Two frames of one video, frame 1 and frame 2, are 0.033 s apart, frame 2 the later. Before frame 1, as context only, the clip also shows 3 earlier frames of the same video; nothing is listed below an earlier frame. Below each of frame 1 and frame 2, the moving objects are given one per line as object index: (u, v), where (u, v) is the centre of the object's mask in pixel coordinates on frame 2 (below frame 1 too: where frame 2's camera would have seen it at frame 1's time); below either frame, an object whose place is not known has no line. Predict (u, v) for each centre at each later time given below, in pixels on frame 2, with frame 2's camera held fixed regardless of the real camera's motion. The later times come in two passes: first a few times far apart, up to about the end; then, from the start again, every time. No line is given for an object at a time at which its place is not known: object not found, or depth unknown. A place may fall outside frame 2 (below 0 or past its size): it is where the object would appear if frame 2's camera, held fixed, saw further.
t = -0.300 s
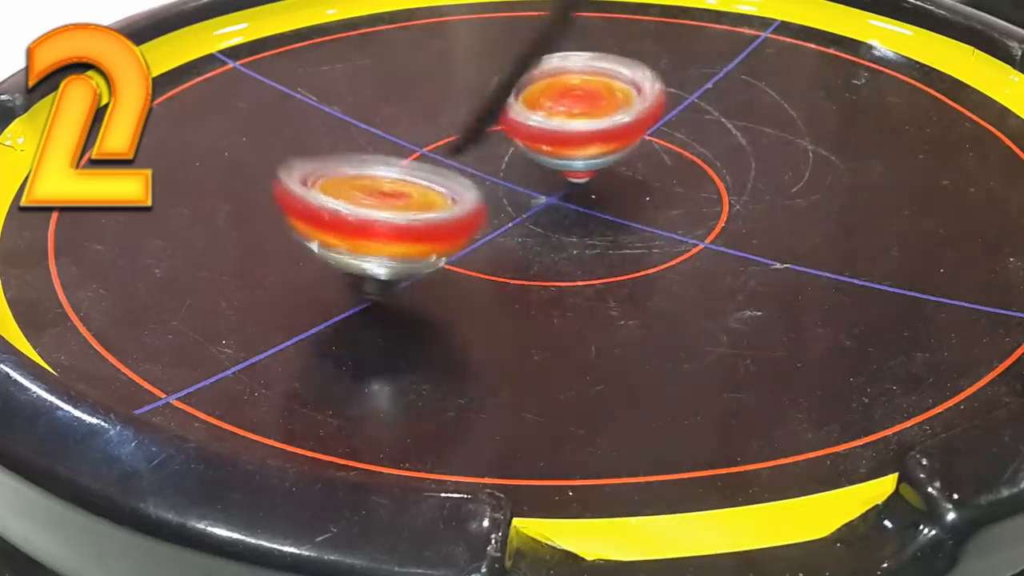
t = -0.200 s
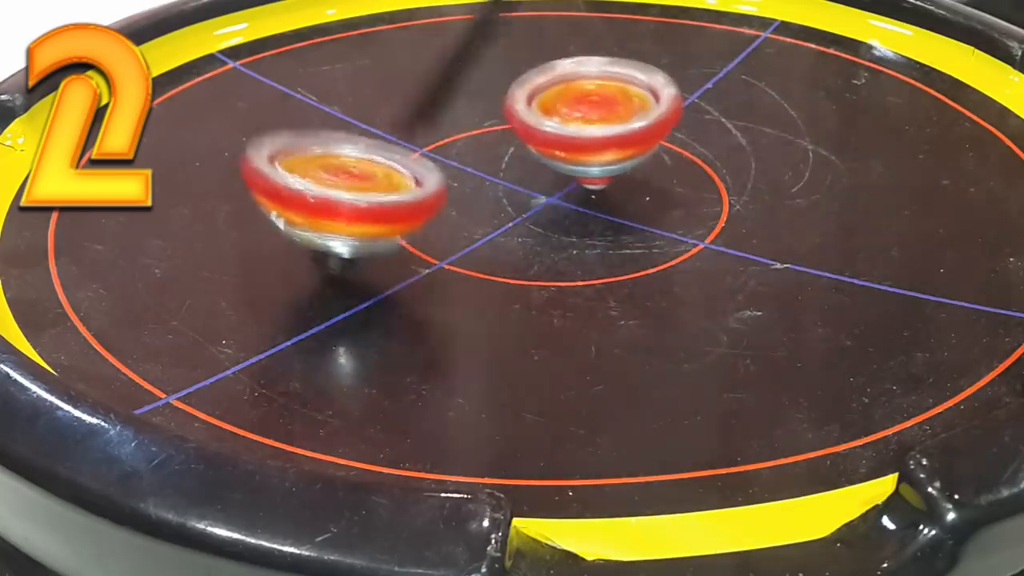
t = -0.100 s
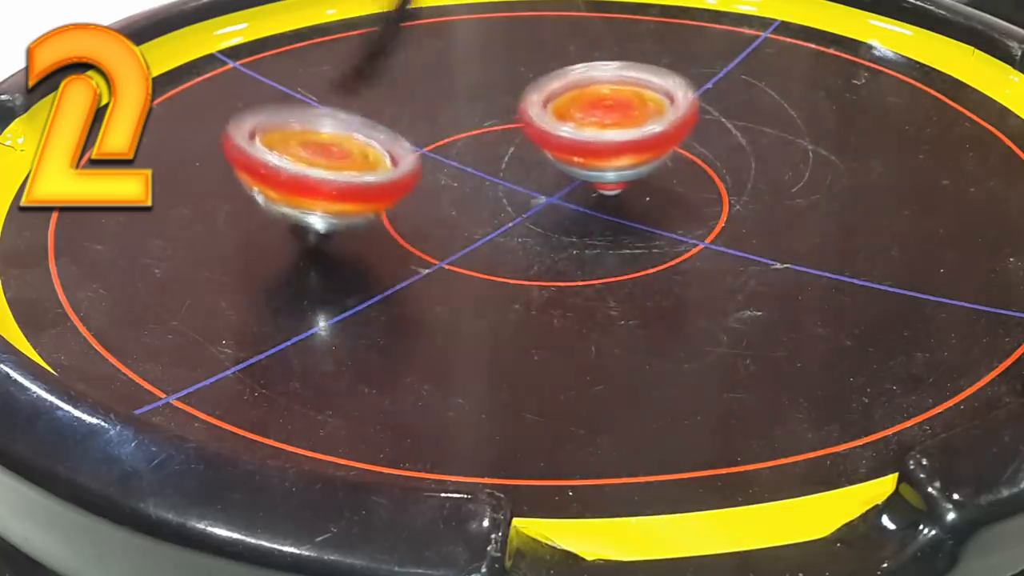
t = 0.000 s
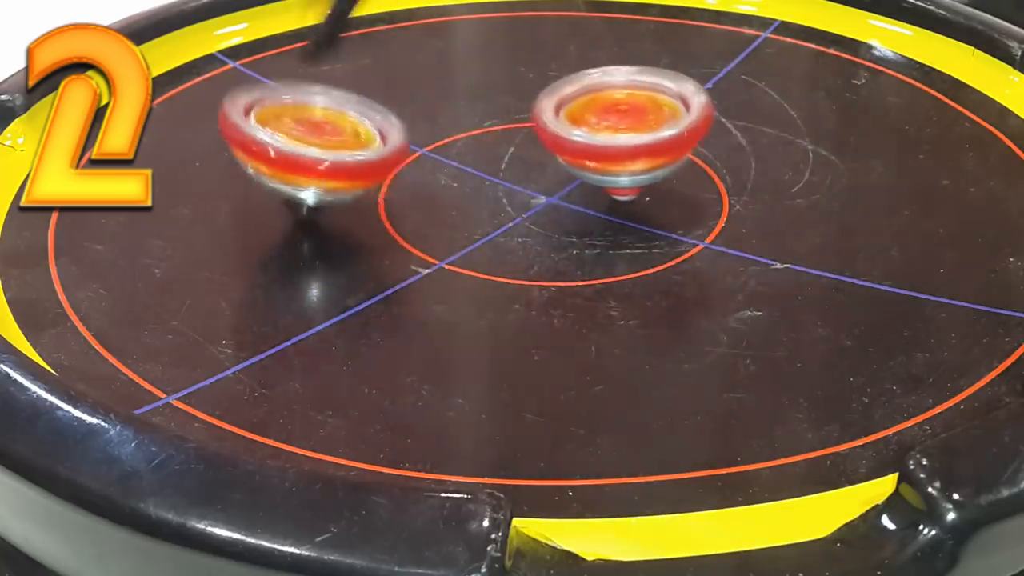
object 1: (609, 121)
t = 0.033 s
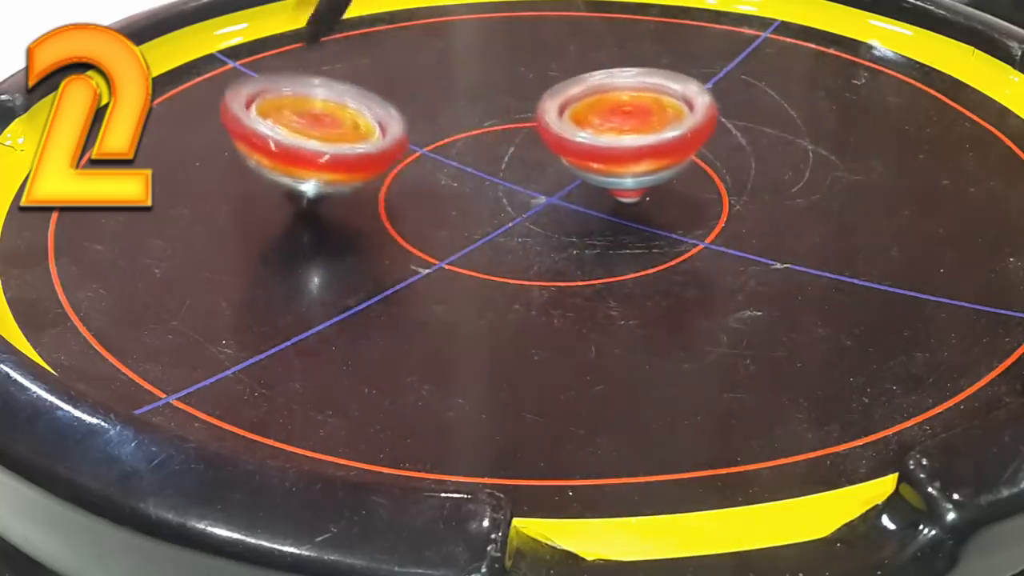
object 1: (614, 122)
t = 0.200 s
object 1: (631, 131)
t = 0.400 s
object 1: (651, 141)
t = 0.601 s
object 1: (644, 147)
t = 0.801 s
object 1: (634, 145)
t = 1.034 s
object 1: (604, 136)
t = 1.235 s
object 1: (537, 132)
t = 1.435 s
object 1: (471, 128)
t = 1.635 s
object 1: (426, 122)
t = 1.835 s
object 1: (404, 114)
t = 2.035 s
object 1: (402, 105)
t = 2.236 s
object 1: (421, 97)
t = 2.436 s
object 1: (465, 85)
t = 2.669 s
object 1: (539, 77)
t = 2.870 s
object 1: (591, 75)
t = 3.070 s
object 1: (641, 83)
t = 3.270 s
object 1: (685, 99)
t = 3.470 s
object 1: (710, 121)
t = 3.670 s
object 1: (706, 145)
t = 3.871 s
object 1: (679, 193)
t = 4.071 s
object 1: (617, 223)
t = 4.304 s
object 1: (512, 223)
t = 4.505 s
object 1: (420, 199)
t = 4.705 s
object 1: (350, 157)
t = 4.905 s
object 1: (349, 115)
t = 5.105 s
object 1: (394, 79)
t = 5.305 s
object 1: (463, 51)
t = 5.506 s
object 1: (558, 44)
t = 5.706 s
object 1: (663, 59)
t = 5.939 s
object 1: (759, 97)
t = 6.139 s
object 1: (774, 145)
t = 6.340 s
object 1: (705, 192)
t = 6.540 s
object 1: (573, 209)
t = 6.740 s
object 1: (435, 203)
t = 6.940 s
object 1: (364, 162)
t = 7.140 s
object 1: (368, 111)
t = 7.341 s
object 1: (431, 77)
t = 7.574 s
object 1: (539, 63)
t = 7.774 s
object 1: (631, 69)
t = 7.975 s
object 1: (699, 108)
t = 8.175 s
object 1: (701, 147)
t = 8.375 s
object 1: (636, 184)
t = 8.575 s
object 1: (530, 191)
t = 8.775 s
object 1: (444, 164)
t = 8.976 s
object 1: (419, 122)
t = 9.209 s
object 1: (451, 80)
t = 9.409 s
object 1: (517, 61)
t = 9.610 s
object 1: (590, 68)
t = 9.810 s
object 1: (641, 99)
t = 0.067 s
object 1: (617, 124)
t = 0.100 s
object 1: (620, 126)
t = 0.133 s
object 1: (624, 128)
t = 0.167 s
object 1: (628, 129)
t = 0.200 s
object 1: (631, 131)
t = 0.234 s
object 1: (633, 132)
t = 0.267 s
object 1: (634, 134)
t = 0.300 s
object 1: (635, 135)
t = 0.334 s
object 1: (650, 139)
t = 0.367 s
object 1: (650, 140)
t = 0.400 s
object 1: (651, 141)
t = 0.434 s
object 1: (651, 143)
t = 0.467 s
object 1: (650, 144)
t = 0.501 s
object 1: (649, 145)
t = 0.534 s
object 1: (648, 146)
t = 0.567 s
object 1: (646, 146)
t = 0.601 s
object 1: (644, 147)
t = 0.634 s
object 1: (641, 147)
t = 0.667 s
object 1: (638, 147)
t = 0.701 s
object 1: (637, 146)
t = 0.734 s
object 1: (635, 146)
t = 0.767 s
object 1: (635, 146)
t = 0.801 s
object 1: (634, 145)
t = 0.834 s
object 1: (633, 144)
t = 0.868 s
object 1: (631, 143)
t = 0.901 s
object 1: (626, 142)
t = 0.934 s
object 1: (622, 141)
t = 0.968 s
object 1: (616, 139)
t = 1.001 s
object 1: (610, 138)
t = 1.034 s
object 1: (604, 136)
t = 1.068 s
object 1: (597, 135)
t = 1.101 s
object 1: (591, 133)
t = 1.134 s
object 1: (582, 132)
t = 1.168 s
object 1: (566, 132)
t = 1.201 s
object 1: (550, 132)
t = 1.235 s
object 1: (537, 132)
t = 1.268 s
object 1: (524, 132)
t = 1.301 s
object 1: (512, 131)
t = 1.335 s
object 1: (500, 130)
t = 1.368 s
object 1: (489, 130)
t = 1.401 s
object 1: (480, 129)
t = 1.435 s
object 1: (471, 128)
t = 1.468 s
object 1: (462, 127)
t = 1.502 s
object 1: (454, 126)
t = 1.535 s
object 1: (446, 125)
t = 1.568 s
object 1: (438, 124)
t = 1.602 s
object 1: (432, 123)
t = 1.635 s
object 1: (426, 122)
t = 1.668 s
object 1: (421, 121)
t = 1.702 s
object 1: (416, 119)
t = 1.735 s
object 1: (413, 118)
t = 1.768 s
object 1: (409, 117)
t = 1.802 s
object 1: (405, 115)
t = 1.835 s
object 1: (404, 114)
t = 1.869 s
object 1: (402, 112)
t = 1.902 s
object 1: (400, 111)
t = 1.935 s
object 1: (400, 109)
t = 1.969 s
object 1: (400, 108)
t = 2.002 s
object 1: (401, 106)
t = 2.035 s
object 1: (402, 105)
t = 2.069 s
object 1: (404, 104)
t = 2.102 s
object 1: (406, 103)
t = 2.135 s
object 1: (409, 102)
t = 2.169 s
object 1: (413, 100)
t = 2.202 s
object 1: (417, 99)
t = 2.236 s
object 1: (421, 97)
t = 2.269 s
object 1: (427, 95)
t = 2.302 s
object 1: (433, 92)
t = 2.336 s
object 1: (439, 90)
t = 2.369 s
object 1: (446, 88)
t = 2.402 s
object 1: (454, 86)
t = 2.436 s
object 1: (465, 85)
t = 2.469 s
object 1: (478, 84)
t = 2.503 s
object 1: (490, 84)
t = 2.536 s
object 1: (500, 84)
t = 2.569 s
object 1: (510, 82)
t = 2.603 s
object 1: (520, 80)
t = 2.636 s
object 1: (529, 79)
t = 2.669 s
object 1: (539, 77)
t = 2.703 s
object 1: (547, 76)
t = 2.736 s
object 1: (556, 75)
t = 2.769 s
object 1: (565, 75)
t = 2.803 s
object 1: (574, 74)
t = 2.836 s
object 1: (582, 74)
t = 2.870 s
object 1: (591, 75)
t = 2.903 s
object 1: (599, 75)
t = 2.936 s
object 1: (608, 76)
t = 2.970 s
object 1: (616, 78)
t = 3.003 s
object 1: (623, 79)
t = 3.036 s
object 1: (631, 81)
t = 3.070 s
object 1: (641, 83)
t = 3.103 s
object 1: (649, 85)
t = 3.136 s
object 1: (657, 88)
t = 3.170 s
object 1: (665, 91)
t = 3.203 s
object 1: (672, 93)
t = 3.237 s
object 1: (678, 96)
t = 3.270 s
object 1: (685, 99)
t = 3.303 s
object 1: (691, 102)
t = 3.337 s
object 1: (696, 105)
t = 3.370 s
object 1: (701, 109)
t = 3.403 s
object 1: (704, 113)
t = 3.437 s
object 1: (707, 116)
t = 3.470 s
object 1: (710, 121)
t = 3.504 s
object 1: (711, 125)
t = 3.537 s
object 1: (712, 129)
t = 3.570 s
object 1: (711, 133)
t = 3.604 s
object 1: (711, 137)
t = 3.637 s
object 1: (708, 141)
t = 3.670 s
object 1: (706, 145)
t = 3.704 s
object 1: (703, 150)
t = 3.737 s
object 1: (699, 162)
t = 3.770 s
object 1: (695, 171)
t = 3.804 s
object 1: (691, 179)
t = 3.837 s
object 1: (685, 186)
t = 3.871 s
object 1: (679, 193)
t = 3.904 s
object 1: (671, 200)
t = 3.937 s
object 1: (662, 206)
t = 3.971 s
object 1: (653, 211)
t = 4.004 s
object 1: (642, 215)
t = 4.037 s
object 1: (630, 220)
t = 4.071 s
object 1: (617, 223)
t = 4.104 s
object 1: (602, 226)
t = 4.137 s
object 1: (587, 227)
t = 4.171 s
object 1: (572, 228)
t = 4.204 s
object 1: (557, 228)
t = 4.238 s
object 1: (542, 227)
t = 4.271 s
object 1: (527, 225)
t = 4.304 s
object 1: (512, 223)
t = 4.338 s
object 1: (497, 221)
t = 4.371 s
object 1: (482, 217)
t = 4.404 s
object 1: (466, 213)
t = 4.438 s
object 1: (448, 209)
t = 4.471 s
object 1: (433, 205)
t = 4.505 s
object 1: (420, 199)
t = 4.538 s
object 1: (401, 193)
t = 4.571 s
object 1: (385, 186)
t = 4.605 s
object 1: (372, 178)
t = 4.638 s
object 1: (362, 172)
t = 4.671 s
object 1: (356, 165)
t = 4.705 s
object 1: (350, 157)
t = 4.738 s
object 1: (345, 151)
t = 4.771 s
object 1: (343, 143)
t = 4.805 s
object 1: (342, 135)
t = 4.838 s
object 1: (343, 128)
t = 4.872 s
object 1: (345, 121)
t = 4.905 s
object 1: (349, 115)
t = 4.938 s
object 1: (355, 108)
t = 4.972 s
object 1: (361, 102)
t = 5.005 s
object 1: (368, 97)
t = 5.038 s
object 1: (376, 91)
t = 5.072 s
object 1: (385, 85)
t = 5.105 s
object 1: (394, 79)
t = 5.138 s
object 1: (403, 75)
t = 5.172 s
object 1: (413, 71)
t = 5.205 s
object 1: (424, 66)
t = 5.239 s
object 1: (434, 60)
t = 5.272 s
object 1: (447, 55)
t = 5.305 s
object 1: (463, 51)
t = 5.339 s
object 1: (479, 49)
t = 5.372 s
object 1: (495, 46)
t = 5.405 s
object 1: (512, 45)
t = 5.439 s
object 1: (528, 44)
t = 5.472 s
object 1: (542, 44)
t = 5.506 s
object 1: (558, 44)
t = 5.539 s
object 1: (571, 45)
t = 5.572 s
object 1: (585, 46)
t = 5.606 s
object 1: (601, 48)
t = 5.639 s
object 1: (615, 49)
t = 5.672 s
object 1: (638, 52)
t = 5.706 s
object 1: (663, 59)
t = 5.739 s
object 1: (682, 64)
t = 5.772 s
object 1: (700, 69)
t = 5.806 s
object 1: (713, 73)
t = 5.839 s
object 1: (727, 78)
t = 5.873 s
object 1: (738, 83)
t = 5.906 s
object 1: (749, 90)
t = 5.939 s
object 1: (759, 97)
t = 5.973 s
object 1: (765, 104)
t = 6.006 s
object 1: (772, 112)
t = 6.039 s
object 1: (776, 120)
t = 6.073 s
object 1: (779, 128)
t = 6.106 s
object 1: (777, 136)
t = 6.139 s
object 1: (774, 145)
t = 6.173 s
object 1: (768, 154)
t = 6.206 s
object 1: (760, 162)
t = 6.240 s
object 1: (751, 170)
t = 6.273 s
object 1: (737, 179)
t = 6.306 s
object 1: (723, 186)
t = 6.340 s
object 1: (705, 192)
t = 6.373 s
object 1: (688, 196)
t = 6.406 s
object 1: (665, 202)
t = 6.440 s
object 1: (644, 206)
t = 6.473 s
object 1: (619, 208)
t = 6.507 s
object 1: (598, 209)
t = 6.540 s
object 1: (573, 209)
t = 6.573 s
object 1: (551, 209)
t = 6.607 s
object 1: (525, 206)
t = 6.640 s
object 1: (503, 205)
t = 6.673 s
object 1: (477, 208)
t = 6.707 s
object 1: (457, 208)
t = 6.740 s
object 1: (435, 203)
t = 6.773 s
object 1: (422, 199)
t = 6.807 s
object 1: (404, 194)
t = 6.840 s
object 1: (392, 186)
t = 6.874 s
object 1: (381, 178)
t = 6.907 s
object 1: (372, 170)
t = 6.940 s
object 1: (364, 162)
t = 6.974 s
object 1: (359, 153)
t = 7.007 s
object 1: (358, 145)
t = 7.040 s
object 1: (356, 136)
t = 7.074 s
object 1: (358, 127)
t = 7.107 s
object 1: (362, 119)
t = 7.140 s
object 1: (368, 111)
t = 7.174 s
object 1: (375, 104)
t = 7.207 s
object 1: (384, 97)
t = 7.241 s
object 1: (396, 92)
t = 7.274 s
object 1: (406, 85)
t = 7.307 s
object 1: (418, 79)
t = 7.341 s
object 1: (431, 77)
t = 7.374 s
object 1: (446, 72)
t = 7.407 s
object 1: (460, 69)
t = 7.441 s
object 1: (475, 67)
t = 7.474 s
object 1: (493, 64)
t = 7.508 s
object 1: (507, 62)
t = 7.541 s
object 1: (523, 63)
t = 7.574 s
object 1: (539, 63)
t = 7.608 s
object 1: (555, 63)
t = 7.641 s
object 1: (567, 61)
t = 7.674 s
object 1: (583, 61)
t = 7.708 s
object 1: (601, 63)
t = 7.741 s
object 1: (614, 66)
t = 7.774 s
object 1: (631, 69)
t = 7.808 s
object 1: (648, 73)
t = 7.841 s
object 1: (660, 79)
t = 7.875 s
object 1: (673, 88)
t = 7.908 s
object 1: (684, 94)
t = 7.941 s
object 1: (691, 101)
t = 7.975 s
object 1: (699, 108)
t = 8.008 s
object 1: (705, 114)
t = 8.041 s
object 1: (708, 121)
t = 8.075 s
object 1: (709, 128)
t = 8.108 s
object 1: (710, 134)
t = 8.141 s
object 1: (707, 140)
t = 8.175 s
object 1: (701, 147)
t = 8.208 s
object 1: (696, 154)
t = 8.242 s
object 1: (688, 161)
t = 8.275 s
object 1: (678, 168)
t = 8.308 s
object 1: (665, 174)
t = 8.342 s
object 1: (651, 180)
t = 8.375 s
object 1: (636, 184)
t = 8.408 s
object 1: (618, 188)
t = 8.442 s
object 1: (600, 191)
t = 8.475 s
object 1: (583, 192)
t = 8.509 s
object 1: (564, 193)
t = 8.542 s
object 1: (546, 193)
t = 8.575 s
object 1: (530, 191)
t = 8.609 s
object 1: (510, 189)
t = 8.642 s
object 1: (496, 185)
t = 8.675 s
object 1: (481, 182)
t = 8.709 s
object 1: (466, 176)
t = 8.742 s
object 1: (454, 171)
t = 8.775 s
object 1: (444, 164)
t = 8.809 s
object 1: (433, 157)
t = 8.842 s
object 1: (428, 150)
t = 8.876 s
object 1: (423, 144)
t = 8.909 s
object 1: (418, 136)
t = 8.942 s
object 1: (418, 128)
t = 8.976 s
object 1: (419, 122)
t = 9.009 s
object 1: (419, 114)
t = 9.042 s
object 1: (423, 107)
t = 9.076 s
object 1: (425, 101)
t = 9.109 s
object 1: (428, 95)
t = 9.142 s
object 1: (436, 89)
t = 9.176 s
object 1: (443, 84)
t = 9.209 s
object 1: (451, 80)
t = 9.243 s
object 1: (462, 75)
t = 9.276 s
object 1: (472, 71)
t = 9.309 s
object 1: (482, 69)
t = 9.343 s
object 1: (495, 66)
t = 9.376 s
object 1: (507, 63)
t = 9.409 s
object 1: (517, 61)
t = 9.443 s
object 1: (531, 61)
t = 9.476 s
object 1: (544, 61)
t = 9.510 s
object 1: (554, 61)
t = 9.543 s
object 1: (568, 62)
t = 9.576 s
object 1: (580, 65)
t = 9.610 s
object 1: (590, 68)
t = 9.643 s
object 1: (602, 72)
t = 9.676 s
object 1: (612, 78)
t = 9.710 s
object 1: (619, 82)
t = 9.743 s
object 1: (629, 87)
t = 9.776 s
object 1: (636, 94)
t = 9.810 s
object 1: (641, 99)
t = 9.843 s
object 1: (647, 105)
